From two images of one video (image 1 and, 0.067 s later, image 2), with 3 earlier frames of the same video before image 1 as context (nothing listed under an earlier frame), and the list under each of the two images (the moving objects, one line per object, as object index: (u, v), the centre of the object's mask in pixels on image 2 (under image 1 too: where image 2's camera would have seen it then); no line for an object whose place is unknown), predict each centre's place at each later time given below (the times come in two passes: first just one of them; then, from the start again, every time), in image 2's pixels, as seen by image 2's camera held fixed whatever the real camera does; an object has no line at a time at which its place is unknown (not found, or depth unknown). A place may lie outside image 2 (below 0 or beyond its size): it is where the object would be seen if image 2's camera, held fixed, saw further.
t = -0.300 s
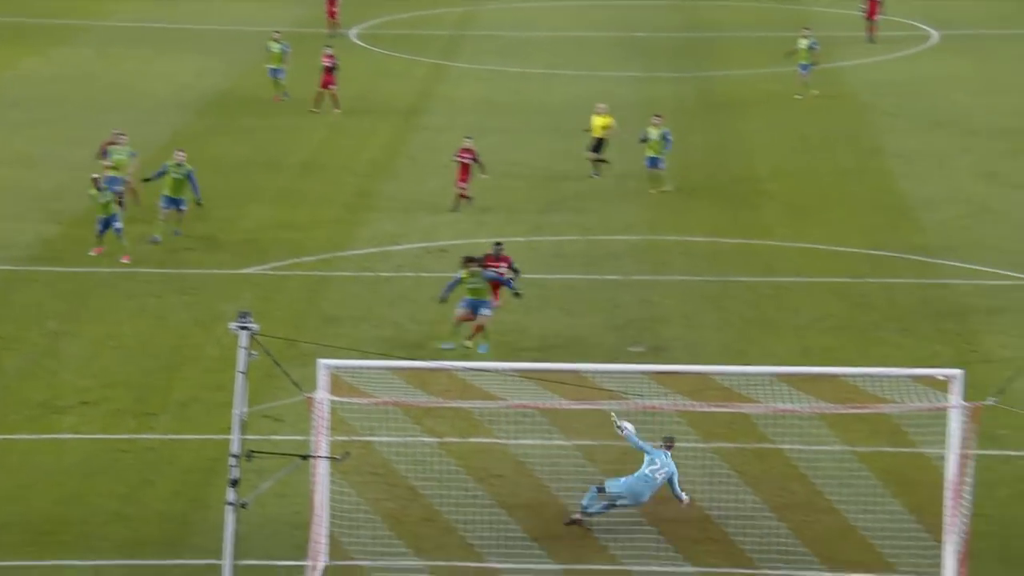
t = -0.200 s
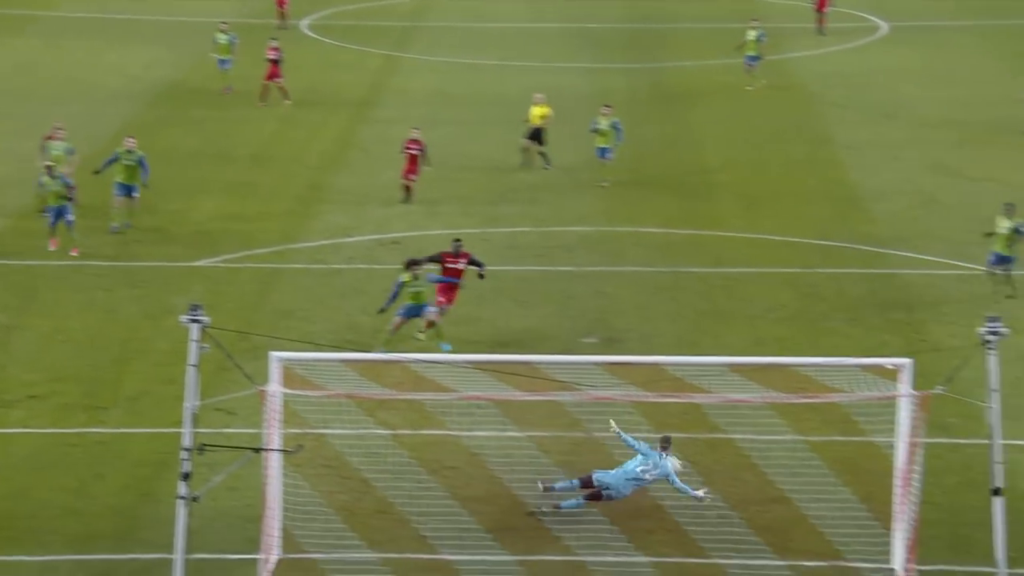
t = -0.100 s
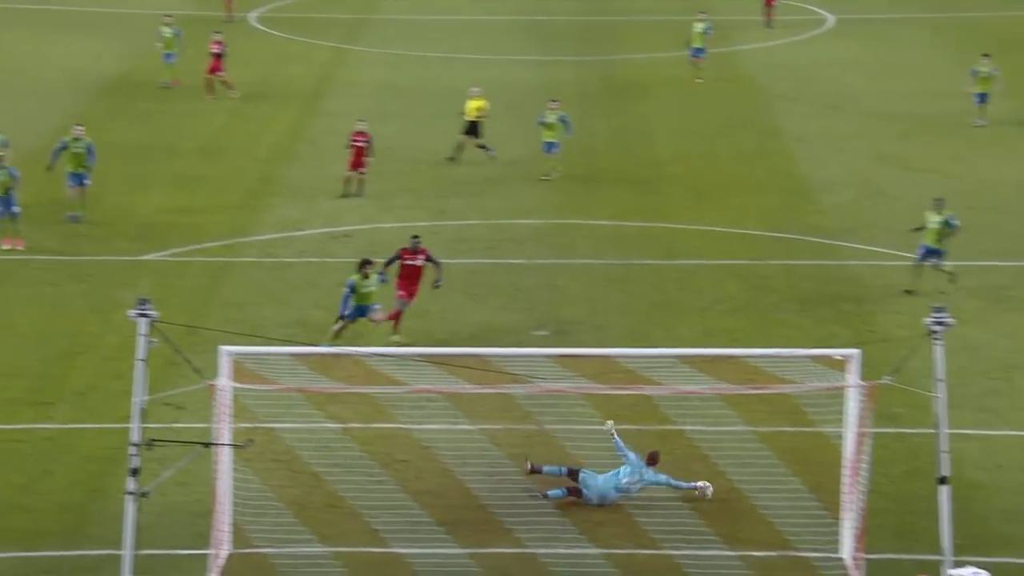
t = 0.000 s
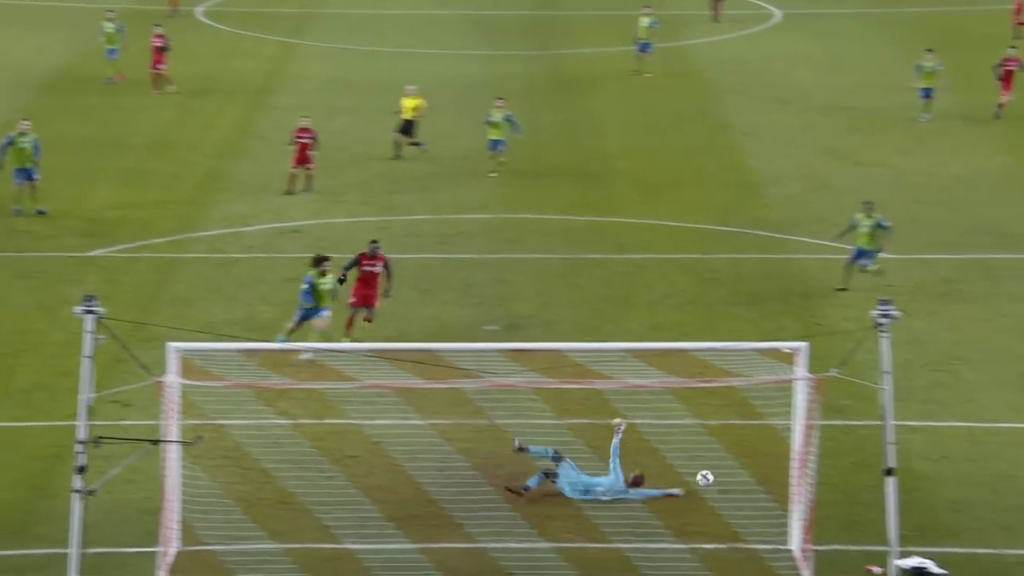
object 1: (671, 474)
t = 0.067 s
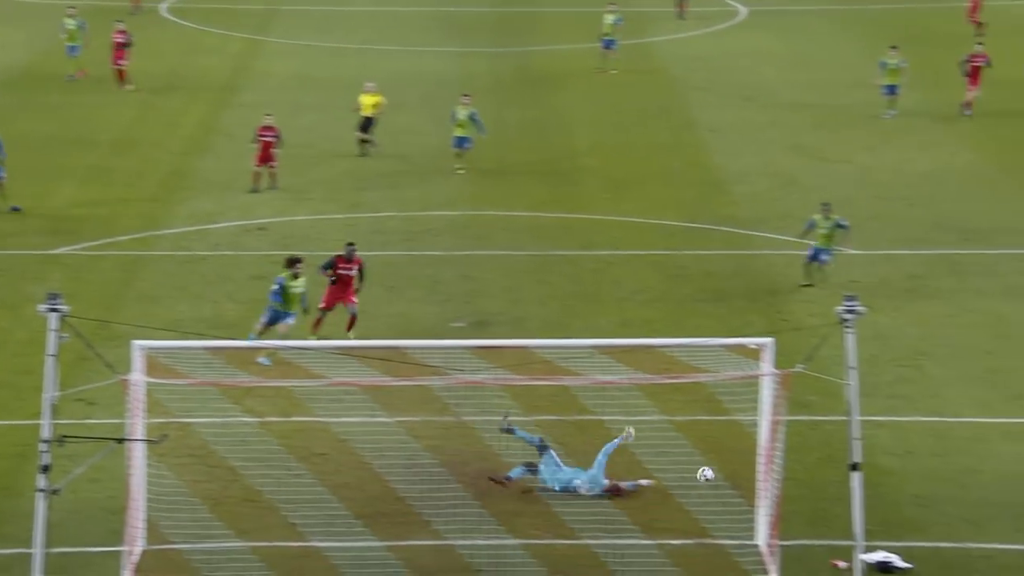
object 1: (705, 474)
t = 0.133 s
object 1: (739, 478)
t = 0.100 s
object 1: (722, 476)
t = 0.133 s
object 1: (739, 478)
